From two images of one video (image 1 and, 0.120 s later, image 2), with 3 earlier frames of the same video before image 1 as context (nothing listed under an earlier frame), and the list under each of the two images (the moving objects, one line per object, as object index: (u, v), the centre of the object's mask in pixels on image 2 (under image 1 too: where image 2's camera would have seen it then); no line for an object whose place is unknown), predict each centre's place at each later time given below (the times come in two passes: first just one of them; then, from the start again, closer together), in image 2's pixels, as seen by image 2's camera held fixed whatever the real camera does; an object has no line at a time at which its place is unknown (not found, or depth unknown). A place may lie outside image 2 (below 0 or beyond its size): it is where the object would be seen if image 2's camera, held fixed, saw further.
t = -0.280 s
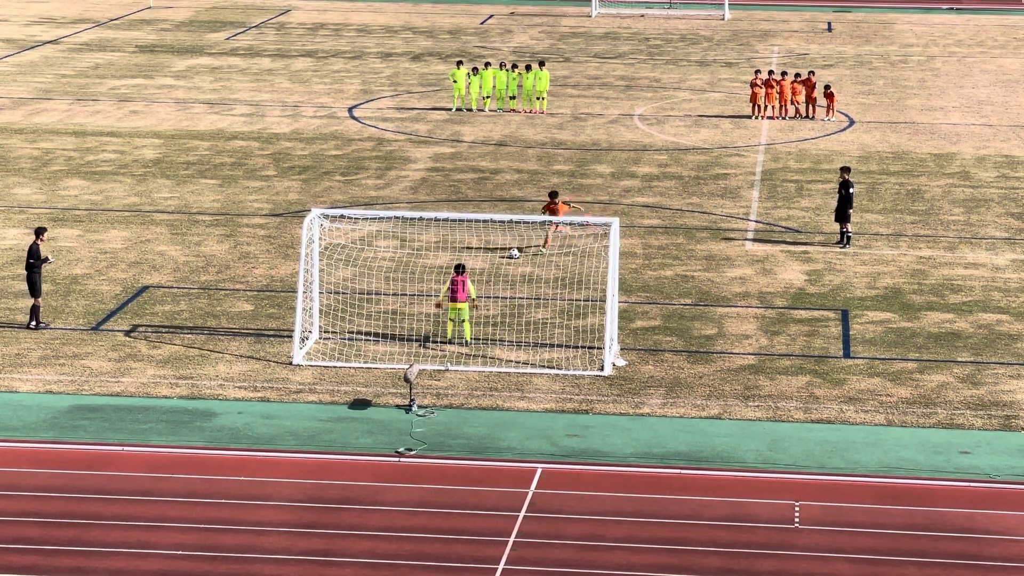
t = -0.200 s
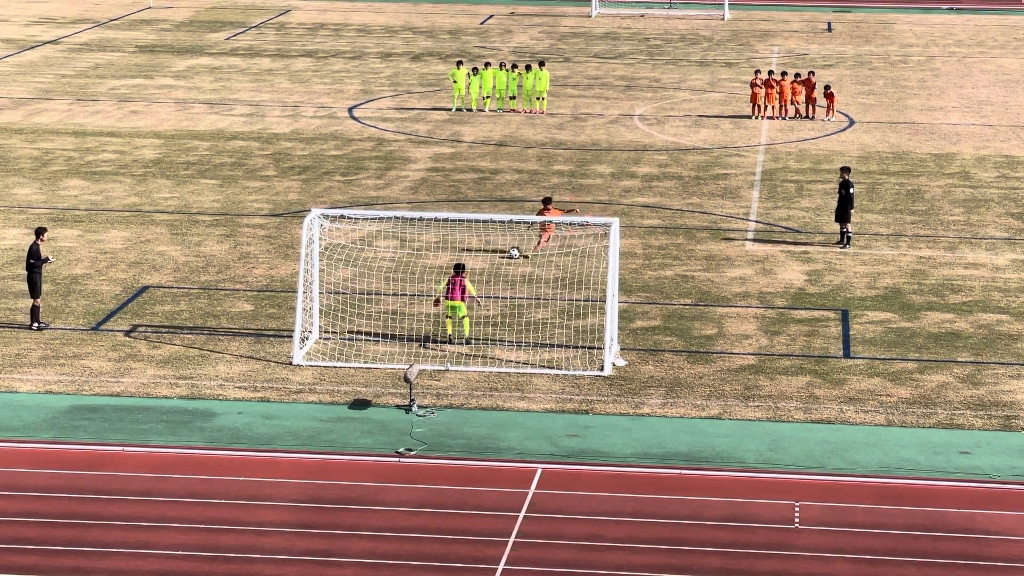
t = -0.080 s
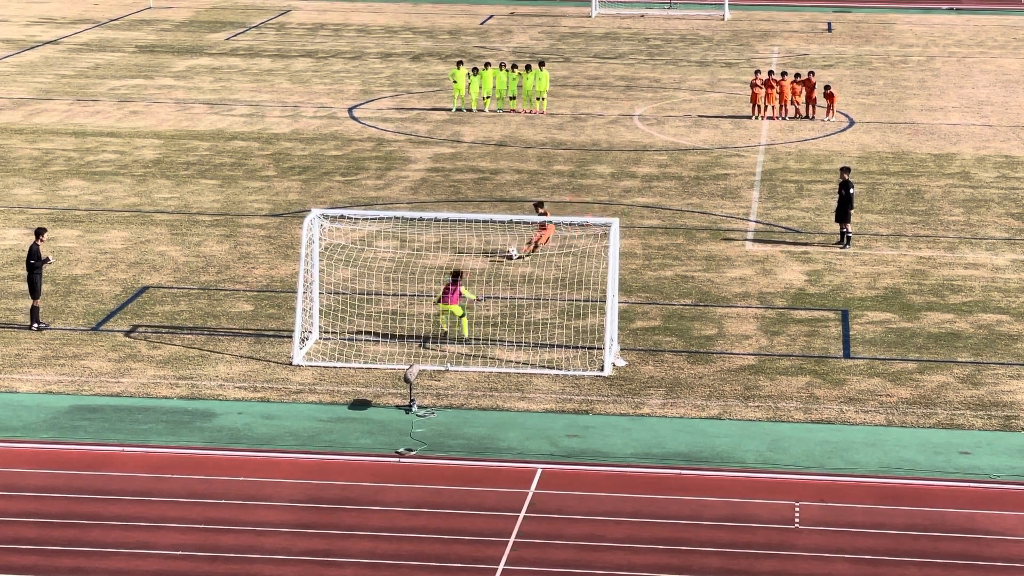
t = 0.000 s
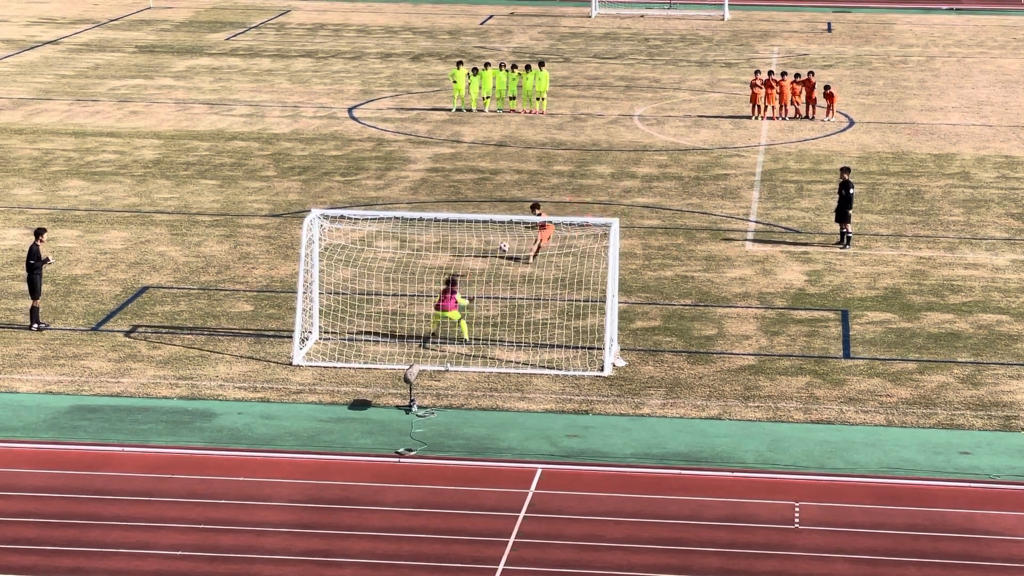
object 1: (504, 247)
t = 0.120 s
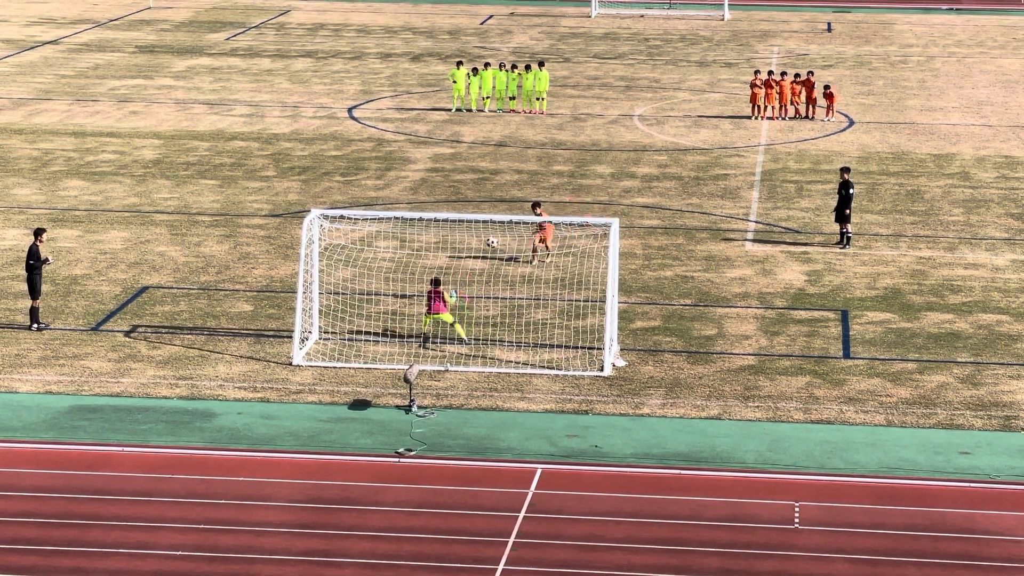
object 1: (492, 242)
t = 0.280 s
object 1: (478, 243)
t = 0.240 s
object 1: (483, 241)
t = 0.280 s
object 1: (478, 243)
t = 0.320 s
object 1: (473, 244)
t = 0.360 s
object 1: (469, 246)
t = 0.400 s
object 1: (463, 248)
